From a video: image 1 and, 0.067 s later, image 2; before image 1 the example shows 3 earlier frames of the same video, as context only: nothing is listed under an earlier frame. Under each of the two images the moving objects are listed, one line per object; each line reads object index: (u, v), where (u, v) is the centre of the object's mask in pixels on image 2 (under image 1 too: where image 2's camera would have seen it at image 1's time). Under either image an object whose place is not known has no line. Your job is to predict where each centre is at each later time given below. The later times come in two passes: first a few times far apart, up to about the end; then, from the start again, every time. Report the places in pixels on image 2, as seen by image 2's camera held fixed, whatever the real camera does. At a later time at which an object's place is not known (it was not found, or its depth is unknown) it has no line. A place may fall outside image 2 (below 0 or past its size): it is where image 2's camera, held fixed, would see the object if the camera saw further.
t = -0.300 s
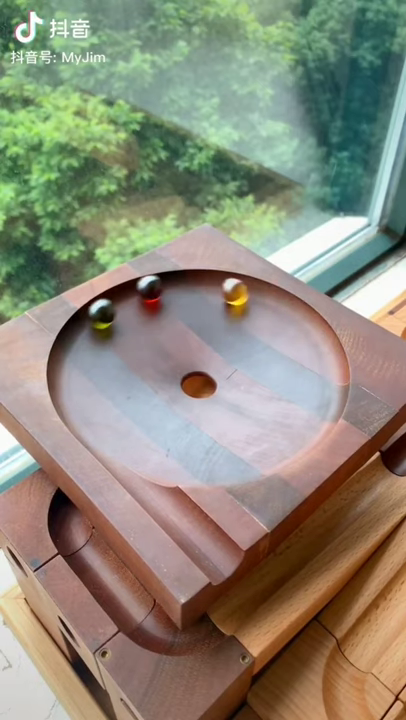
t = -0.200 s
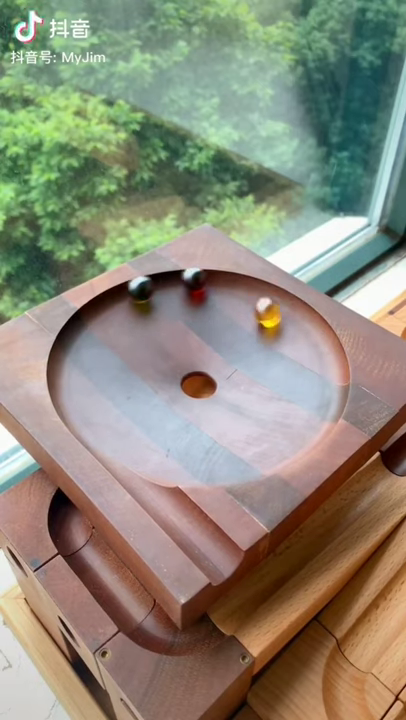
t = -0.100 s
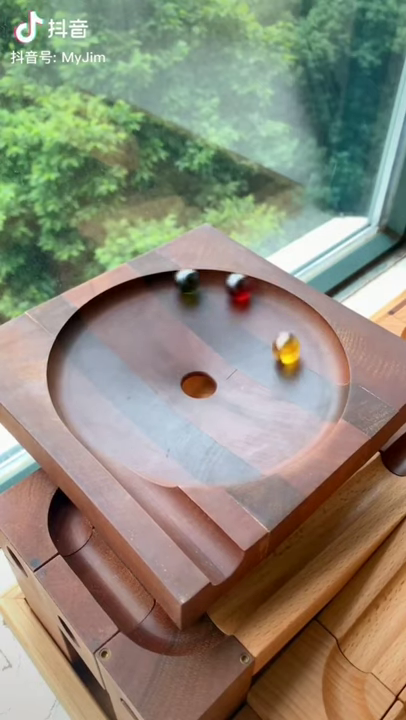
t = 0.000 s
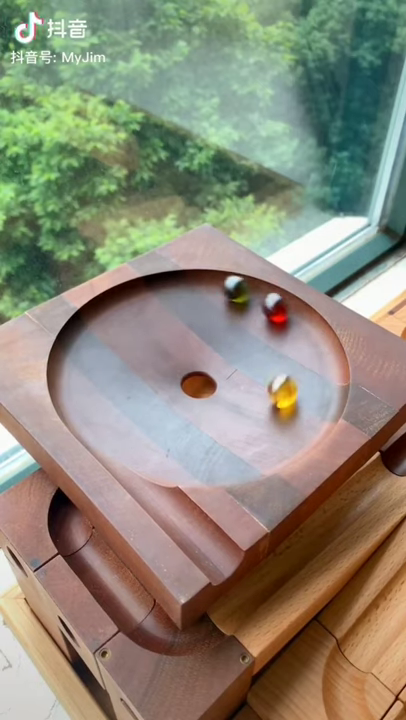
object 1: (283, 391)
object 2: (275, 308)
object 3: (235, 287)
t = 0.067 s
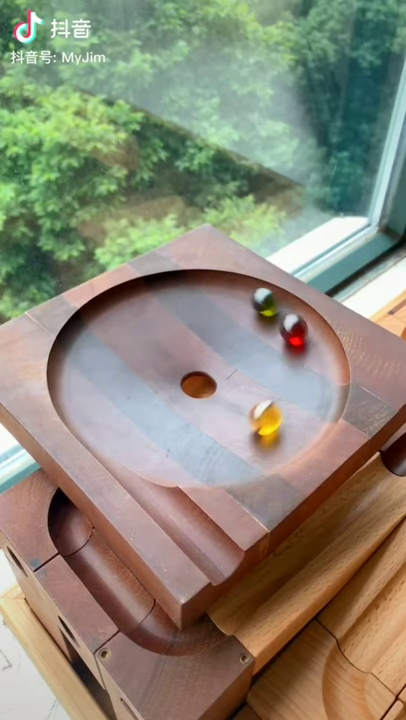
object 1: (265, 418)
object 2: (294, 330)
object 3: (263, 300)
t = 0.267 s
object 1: (172, 449)
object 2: (292, 416)
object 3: (315, 370)
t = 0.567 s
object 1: (122, 363)
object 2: (145, 457)
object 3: (220, 469)
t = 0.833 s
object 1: (218, 307)
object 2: (106, 360)
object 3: (101, 399)
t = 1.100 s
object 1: (275, 361)
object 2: (205, 295)
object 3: (146, 297)
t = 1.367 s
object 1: (185, 425)
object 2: (290, 333)
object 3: (245, 289)
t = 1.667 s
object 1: (130, 361)
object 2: (220, 434)
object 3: (275, 401)
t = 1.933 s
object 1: (224, 328)
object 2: (106, 403)
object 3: (154, 458)
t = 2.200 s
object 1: (259, 390)
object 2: (154, 326)
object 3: (103, 381)
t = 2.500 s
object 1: (153, 399)
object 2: (273, 340)
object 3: (213, 300)
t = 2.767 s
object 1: (170, 335)
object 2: (247, 415)
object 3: (294, 328)
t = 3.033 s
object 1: (253, 354)
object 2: (137, 392)
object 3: (239, 416)
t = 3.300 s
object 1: (214, 412)
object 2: (167, 324)
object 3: (108, 401)
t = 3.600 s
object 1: (148, 360)
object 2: (254, 367)
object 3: (145, 325)
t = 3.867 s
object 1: (223, 337)
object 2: (202, 419)
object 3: (262, 335)
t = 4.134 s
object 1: (241, 394)
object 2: (158, 360)
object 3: (272, 405)
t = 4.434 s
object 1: (155, 375)
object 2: (233, 338)
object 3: (149, 396)
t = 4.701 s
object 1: (199, 336)
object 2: (216, 404)
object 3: (155, 325)
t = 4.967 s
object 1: (245, 384)
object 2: (155, 379)
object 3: (243, 341)
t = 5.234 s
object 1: (176, 394)
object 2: (222, 342)
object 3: (235, 414)
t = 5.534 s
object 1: (199, 339)
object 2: (225, 394)
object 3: (150, 384)
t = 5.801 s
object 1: (242, 376)
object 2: (157, 369)
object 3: (199, 325)
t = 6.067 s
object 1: (176, 388)
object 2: (218, 350)
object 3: (249, 367)
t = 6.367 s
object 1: (201, 346)
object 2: (217, 400)
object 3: (170, 407)
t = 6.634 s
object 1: (223, 393)
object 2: (183, 364)
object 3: (156, 346)
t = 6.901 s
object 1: (174, 374)
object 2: (230, 365)
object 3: (231, 340)
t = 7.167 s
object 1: (220, 350)
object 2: (179, 386)
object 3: (230, 403)
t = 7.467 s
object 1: (191, 395)
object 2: (212, 361)
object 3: (157, 372)
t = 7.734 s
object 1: (191, 357)
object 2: (206, 392)
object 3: (213, 337)
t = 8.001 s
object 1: (214, 384)
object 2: (194, 355)
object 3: (250, 381)
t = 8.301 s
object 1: (187, 365)
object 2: (205, 390)
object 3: (159, 384)
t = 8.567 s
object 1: (219, 378)
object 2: (189, 365)
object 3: (190, 340)
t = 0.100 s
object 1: (253, 429)
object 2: (300, 343)
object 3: (277, 308)
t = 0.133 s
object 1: (239, 438)
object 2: (304, 357)
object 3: (288, 318)
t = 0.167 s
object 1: (223, 444)
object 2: (306, 372)
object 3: (299, 329)
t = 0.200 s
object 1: (206, 448)
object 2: (304, 387)
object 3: (307, 342)
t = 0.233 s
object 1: (189, 450)
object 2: (300, 402)
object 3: (313, 356)
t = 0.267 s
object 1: (172, 449)
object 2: (292, 416)
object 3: (315, 370)
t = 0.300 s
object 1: (157, 445)
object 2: (282, 429)
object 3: (316, 385)
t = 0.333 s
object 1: (144, 440)
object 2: (269, 440)
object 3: (313, 400)
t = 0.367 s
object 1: (133, 432)
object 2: (253, 450)
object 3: (308, 414)
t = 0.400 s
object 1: (124, 423)
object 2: (236, 457)
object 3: (299, 428)
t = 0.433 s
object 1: (118, 412)
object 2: (218, 462)
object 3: (288, 440)
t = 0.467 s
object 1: (115, 401)
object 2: (199, 465)
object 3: (274, 451)
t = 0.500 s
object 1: (114, 388)
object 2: (180, 465)
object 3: (258, 460)
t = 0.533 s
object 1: (117, 376)
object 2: (162, 462)
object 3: (239, 466)
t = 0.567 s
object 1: (122, 363)
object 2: (145, 457)
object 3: (220, 469)
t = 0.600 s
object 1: (130, 352)
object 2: (130, 449)
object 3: (200, 469)
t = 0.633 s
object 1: (140, 341)
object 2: (118, 439)
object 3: (180, 465)
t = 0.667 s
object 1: (152, 331)
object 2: (109, 428)
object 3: (162, 459)
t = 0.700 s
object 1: (164, 323)
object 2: (102, 415)
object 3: (145, 450)
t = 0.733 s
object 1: (177, 316)
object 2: (99, 402)
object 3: (130, 440)
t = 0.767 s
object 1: (191, 312)
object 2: (98, 388)
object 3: (117, 426)
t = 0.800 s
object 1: (205, 309)
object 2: (101, 374)
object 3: (108, 412)
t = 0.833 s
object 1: (218, 307)
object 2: (106, 360)
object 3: (101, 399)
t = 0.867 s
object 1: (231, 308)
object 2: (114, 347)
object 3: (98, 383)
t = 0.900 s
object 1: (242, 311)
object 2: (124, 335)
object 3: (98, 368)
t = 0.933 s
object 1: (252, 315)
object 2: (136, 324)
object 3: (101, 353)
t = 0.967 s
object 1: (261, 322)
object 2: (148, 315)
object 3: (106, 339)
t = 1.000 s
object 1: (268, 330)
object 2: (162, 308)
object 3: (113, 327)
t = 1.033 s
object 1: (273, 339)
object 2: (176, 302)
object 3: (123, 315)
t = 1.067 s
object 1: (275, 350)
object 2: (191, 298)
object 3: (134, 306)
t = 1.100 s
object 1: (275, 361)
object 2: (205, 295)
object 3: (146, 297)
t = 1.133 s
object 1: (272, 373)
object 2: (220, 294)
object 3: (158, 291)
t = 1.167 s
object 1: (267, 385)
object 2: (233, 295)
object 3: (171, 285)
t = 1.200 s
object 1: (258, 396)
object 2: (246, 297)
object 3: (184, 281)
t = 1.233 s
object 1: (247, 406)
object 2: (258, 301)
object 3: (197, 279)
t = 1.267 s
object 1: (233, 414)
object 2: (268, 307)
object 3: (210, 279)
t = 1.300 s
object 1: (217, 420)
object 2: (278, 314)
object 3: (223, 281)
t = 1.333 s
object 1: (201, 424)
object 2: (285, 323)
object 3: (235, 284)
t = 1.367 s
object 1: (185, 425)
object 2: (290, 333)
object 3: (245, 289)
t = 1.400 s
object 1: (170, 423)
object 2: (294, 345)
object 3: (256, 296)
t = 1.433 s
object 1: (155, 420)
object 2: (294, 357)
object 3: (266, 304)
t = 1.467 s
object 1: (144, 414)
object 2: (292, 371)
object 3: (274, 315)
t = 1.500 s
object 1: (135, 407)
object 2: (287, 384)
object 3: (280, 328)
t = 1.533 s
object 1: (128, 398)
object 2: (279, 397)
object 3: (284, 341)
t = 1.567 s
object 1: (125, 389)
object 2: (268, 409)
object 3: (286, 356)
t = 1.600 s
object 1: (124, 380)
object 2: (254, 420)
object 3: (286, 371)
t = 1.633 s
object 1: (126, 370)
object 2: (238, 428)
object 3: (282, 386)
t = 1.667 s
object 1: (130, 361)
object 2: (220, 434)
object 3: (275, 401)
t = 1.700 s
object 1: (138, 352)
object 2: (201, 439)
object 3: (266, 415)
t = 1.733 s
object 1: (148, 344)
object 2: (182, 440)
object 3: (254, 428)
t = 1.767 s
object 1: (159, 338)
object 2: (164, 438)
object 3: (239, 439)
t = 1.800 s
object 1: (171, 333)
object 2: (148, 435)
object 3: (223, 448)
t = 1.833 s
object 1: (184, 329)
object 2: (133, 430)
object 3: (205, 454)
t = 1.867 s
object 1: (198, 327)
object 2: (121, 422)
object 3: (188, 458)
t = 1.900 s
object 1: (211, 327)
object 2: (112, 413)
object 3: (170, 460)
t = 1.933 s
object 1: (224, 328)
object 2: (106, 403)
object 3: (154, 458)
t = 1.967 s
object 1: (236, 332)
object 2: (103, 392)
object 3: (139, 454)
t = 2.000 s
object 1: (247, 337)
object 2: (102, 381)
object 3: (127, 448)
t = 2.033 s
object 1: (255, 344)
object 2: (105, 370)
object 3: (115, 440)
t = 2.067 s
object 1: (262, 351)
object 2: (111, 359)
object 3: (107, 431)
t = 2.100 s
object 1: (265, 361)
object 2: (118, 349)
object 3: (102, 420)
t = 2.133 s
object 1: (266, 370)
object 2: (128, 341)
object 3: (99, 407)
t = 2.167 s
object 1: (264, 380)
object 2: (141, 333)
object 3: (100, 394)
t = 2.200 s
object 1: (259, 390)
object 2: (154, 326)
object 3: (103, 381)
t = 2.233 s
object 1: (252, 398)
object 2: (168, 321)
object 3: (109, 368)
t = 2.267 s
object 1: (241, 405)
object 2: (183, 318)
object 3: (117, 356)
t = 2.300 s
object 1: (230, 411)
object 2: (198, 316)
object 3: (127, 344)
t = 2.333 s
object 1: (216, 415)
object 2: (213, 316)
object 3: (140, 333)
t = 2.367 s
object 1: (201, 416)
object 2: (228, 318)
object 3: (153, 324)
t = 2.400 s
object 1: (187, 415)
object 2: (242, 321)
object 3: (168, 315)
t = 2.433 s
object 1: (174, 412)
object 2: (254, 326)
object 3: (183, 309)
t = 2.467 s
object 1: (162, 406)
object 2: (265, 333)
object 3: (198, 304)
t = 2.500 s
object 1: (153, 399)
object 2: (273, 340)
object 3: (213, 300)
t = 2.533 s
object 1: (145, 391)
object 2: (280, 349)
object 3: (228, 298)
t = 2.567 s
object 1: (141, 381)
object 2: (283, 359)
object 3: (241, 298)
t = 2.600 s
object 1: (139, 372)
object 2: (284, 370)
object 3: (253, 299)
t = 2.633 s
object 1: (141, 363)
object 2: (283, 380)
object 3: (264, 302)
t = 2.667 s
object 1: (145, 354)
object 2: (278, 391)
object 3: (274, 306)
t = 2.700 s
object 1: (148, 350)
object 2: (275, 396)
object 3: (279, 309)
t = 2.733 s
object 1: (160, 340)
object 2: (260, 408)
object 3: (289, 320)
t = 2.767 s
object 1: (170, 335)
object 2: (247, 415)
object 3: (294, 328)
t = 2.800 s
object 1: (181, 331)
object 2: (233, 420)
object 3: (297, 338)
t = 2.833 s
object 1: (193, 330)
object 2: (217, 423)
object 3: (297, 349)
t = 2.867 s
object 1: (205, 330)
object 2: (200, 423)
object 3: (295, 361)
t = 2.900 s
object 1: (217, 331)
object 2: (184, 421)
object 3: (289, 373)
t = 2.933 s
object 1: (228, 335)
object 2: (169, 416)
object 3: (281, 385)
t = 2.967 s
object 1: (237, 340)
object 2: (156, 409)
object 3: (269, 397)
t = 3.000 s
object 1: (246, 346)
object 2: (145, 401)
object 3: (255, 407)
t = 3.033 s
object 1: (253, 354)
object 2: (137, 392)
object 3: (239, 416)
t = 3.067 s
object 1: (256, 363)
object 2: (132, 381)
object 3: (220, 422)
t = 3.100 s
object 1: (257, 372)
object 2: (130, 370)
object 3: (200, 426)
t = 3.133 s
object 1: (256, 381)
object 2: (130, 360)
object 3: (181, 428)
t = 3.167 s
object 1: (253, 390)
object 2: (134, 350)
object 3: (162, 426)
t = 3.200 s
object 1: (246, 397)
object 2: (140, 342)
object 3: (145, 422)
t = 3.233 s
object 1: (237, 404)
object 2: (147, 335)
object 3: (129, 416)
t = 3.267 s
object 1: (226, 410)
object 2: (157, 329)
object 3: (117, 410)
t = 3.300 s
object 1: (214, 412)
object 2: (167, 324)
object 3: (108, 401)
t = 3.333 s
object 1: (201, 413)
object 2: (178, 322)
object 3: (101, 392)
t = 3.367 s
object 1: (187, 412)
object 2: (190, 322)
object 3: (98, 383)
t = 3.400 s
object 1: (175, 408)
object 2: (202, 323)
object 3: (97, 372)
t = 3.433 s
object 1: (165, 403)
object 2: (214, 326)
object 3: (99, 363)
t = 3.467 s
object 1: (156, 395)
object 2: (225, 332)
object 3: (104, 353)
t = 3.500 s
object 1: (150, 387)
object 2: (235, 339)
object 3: (111, 345)
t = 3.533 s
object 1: (147, 379)
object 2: (244, 347)
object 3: (121, 337)
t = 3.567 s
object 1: (146, 369)
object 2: (250, 357)
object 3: (132, 331)
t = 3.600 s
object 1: (148, 360)
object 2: (254, 367)
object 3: (145, 325)
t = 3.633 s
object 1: (153, 353)
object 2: (255, 378)
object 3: (159, 321)
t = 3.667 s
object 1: (160, 346)
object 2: (254, 388)
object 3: (174, 319)
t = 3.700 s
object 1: (169, 340)
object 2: (250, 397)
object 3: (190, 318)
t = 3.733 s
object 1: (179, 336)
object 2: (244, 405)
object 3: (206, 319)
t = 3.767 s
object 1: (190, 334)
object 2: (235, 411)
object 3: (221, 321)
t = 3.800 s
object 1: (201, 333)
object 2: (225, 416)
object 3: (236, 324)
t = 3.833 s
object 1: (213, 334)
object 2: (213, 418)
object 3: (250, 329)
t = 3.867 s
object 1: (223, 337)
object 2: (202, 419)
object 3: (262, 335)
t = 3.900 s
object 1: (233, 341)
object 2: (190, 417)
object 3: (272, 343)
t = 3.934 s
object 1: (241, 347)
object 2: (179, 413)
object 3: (280, 351)
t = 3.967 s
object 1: (247, 354)
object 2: (169, 407)
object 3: (285, 361)
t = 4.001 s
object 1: (251, 362)
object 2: (162, 399)
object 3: (288, 370)
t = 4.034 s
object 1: (252, 370)
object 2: (157, 390)
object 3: (288, 379)
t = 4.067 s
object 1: (251, 379)
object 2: (155, 380)
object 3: (286, 388)
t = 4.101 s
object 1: (247, 387)
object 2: (155, 370)
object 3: (280, 397)
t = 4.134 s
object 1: (241, 394)
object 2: (158, 360)
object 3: (272, 405)
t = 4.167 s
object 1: (233, 400)
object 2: (164, 350)
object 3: (262, 411)
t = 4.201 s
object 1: (223, 405)
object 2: (171, 342)
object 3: (249, 416)
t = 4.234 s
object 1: (210, 406)
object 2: (179, 336)
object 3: (235, 420)
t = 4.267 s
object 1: (197, 406)
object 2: (189, 331)
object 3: (220, 422)
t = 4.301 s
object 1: (185, 403)
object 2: (199, 329)
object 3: (203, 421)
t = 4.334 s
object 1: (174, 398)
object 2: (209, 329)
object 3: (187, 419)
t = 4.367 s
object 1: (165, 391)
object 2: (218, 330)
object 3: (173, 410)
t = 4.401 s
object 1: (159, 383)
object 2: (226, 333)
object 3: (159, 403)
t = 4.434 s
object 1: (155, 375)
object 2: (233, 338)
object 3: (149, 396)
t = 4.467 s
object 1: (153, 367)
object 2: (239, 345)
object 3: (140, 387)
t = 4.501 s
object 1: (155, 359)
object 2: (243, 353)
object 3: (133, 374)
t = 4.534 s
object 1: (158, 352)
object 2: (244, 363)
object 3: (131, 365)
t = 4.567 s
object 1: (164, 346)
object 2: (243, 372)
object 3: (132, 353)
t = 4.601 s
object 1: (171, 341)
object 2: (240, 382)
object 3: (135, 346)
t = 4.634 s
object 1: (180, 337)
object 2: (234, 390)
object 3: (140, 338)
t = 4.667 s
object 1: (189, 336)
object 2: (226, 398)
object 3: (147, 331)
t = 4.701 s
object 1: (199, 336)
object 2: (216, 404)
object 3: (155, 325)
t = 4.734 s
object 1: (209, 338)
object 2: (204, 407)
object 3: (165, 321)
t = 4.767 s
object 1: (219, 342)
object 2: (193, 409)
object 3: (176, 319)
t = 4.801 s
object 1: (229, 347)
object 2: (182, 407)
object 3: (187, 318)
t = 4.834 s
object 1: (236, 353)
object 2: (172, 404)
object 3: (199, 319)
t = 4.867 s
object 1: (242, 361)
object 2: (165, 399)
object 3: (211, 322)
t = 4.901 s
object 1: (246, 369)
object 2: (159, 393)
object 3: (222, 327)
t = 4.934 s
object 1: (246, 376)
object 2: (156, 386)
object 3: (233, 333)
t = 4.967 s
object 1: (245, 384)
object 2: (155, 379)
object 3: (243, 341)
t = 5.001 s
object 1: (241, 391)
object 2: (158, 370)
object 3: (250, 350)
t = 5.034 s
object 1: (235, 397)
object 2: (163, 362)
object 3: (256, 360)
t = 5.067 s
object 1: (226, 401)
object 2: (170, 355)
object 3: (258, 370)
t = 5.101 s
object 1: (216, 404)
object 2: (179, 349)
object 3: (259, 381)
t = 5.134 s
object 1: (206, 404)
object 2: (190, 345)
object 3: (256, 391)
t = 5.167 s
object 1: (195, 403)
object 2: (201, 342)
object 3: (251, 400)
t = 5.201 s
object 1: (184, 399)
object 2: (211, 341)
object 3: (244, 408)
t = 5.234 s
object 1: (176, 394)
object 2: (222, 342)
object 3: (235, 414)
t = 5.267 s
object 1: (168, 386)
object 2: (231, 344)
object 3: (225, 419)
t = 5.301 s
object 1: (165, 378)
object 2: (238, 348)
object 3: (213, 421)
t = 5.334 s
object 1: (164, 370)
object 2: (244, 353)
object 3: (200, 422)
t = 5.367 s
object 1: (165, 361)
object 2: (247, 360)
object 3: (188, 420)
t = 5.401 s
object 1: (169, 353)
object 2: (248, 367)
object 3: (177, 416)
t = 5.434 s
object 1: (175, 347)
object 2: (246, 375)
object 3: (167, 410)
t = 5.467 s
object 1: (182, 343)
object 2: (242, 382)
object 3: (159, 402)
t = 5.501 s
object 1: (191, 340)
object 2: (235, 388)
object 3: (153, 394)
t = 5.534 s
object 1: (199, 339)
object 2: (225, 394)
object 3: (150, 384)
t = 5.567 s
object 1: (207, 340)
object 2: (214, 398)
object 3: (149, 374)
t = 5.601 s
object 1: (216, 342)
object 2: (201, 399)
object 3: (151, 363)
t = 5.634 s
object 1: (224, 346)
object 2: (189, 398)
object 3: (156, 354)
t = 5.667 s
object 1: (231, 351)
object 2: (177, 395)
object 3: (162, 344)
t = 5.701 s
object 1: (236, 357)
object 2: (168, 390)
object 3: (170, 337)
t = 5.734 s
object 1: (240, 363)
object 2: (161, 383)
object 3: (179, 331)
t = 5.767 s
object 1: (243, 370)
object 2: (158, 376)
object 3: (189, 327)
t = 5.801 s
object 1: (242, 376)
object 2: (157, 369)
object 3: (199, 325)
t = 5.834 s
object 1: (239, 383)
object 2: (158, 362)
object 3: (209, 325)
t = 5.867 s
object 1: (234, 389)
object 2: (162, 356)
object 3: (219, 326)
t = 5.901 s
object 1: (226, 394)
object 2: (169, 351)
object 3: (227, 329)
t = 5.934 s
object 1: (216, 397)
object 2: (177, 348)
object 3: (235, 334)
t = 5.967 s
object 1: (206, 397)
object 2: (187, 345)
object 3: (242, 340)
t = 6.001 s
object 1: (196, 396)
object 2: (198, 345)
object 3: (246, 348)
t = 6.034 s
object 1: (185, 393)
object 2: (208, 346)
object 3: (249, 357)
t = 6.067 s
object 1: (176, 388)
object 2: (218, 350)
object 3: (249, 367)
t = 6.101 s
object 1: (169, 381)
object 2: (226, 354)
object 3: (248, 377)
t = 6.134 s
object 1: (166, 374)
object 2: (233, 360)
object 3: (244, 386)
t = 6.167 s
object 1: (165, 367)
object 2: (238, 366)
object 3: (237, 395)
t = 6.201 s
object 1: (167, 360)
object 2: (241, 374)
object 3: (226, 402)
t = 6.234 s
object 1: (172, 354)
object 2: (241, 381)
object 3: (215, 407)
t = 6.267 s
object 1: (178, 349)
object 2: (239, 387)
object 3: (204, 410)
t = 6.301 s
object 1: (185, 347)
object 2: (233, 393)
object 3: (192, 411)
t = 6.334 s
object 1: (192, 346)
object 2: (227, 398)
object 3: (180, 410)
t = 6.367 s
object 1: (201, 346)
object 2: (217, 400)
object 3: (170, 407)
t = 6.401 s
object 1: (209, 349)
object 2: (208, 401)
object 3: (161, 402)
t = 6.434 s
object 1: (217, 353)
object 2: (197, 399)
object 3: (155, 396)
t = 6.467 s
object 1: (224, 359)
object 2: (186, 396)
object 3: (151, 389)
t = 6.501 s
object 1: (228, 366)
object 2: (178, 391)
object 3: (149, 381)
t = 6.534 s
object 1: (231, 373)
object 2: (175, 385)
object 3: (147, 372)
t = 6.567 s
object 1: (231, 381)
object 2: (175, 378)
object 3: (148, 362)
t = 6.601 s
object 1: (228, 388)
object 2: (177, 371)
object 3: (150, 354)
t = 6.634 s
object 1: (223, 393)
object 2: (183, 364)
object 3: (156, 346)
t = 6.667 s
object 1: (216, 397)
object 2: (191, 358)
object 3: (162, 340)
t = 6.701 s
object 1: (209, 399)
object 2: (198, 355)
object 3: (170, 335)
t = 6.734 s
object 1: (201, 399)
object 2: (207, 352)
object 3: (180, 332)
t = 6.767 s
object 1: (192, 398)
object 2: (214, 352)
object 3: (190, 330)
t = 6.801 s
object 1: (185, 394)
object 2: (221, 353)
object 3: (200, 330)
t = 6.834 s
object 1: (179, 388)
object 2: (226, 355)
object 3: (211, 332)
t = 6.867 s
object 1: (175, 382)
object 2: (229, 360)
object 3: (221, 335)
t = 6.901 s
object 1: (174, 374)
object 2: (230, 365)
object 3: (231, 340)
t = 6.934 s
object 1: (176, 366)
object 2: (230, 372)
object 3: (239, 347)
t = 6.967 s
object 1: (180, 359)
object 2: (228, 378)
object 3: (244, 356)
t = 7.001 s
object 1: (186, 353)
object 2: (222, 383)
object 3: (248, 365)
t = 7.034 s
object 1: (193, 349)
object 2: (214, 388)
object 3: (249, 374)
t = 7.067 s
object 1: (200, 346)
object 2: (205, 390)
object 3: (248, 383)
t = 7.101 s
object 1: (207, 346)
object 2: (196, 390)
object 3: (244, 391)
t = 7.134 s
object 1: (214, 347)
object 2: (186, 389)
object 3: (238, 398)
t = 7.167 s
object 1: (220, 350)
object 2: (179, 386)
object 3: (230, 403)
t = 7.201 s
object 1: (224, 355)
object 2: (174, 382)
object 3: (220, 408)
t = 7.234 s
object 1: (227, 361)
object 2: (171, 376)
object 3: (209, 409)
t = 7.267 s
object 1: (228, 368)
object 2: (171, 371)
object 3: (198, 409)
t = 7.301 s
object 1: (226, 376)
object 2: (173, 366)
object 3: (187, 407)
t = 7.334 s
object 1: (222, 384)
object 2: (179, 362)
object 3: (177, 403)
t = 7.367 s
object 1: (216, 389)
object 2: (186, 359)
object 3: (168, 397)
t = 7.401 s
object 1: (207, 393)
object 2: (194, 358)
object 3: (162, 389)
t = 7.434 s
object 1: (199, 395)
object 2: (203, 359)
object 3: (158, 381)
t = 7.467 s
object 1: (191, 395)
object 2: (212, 361)
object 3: (157, 372)
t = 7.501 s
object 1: (182, 394)
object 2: (218, 365)
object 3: (158, 363)
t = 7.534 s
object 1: (176, 390)
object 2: (223, 369)
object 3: (162, 355)
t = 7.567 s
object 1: (172, 385)
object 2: (226, 375)
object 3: (168, 348)
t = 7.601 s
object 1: (170, 379)
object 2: (226, 380)
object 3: (175, 342)
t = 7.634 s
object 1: (172, 372)
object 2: (224, 385)
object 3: (184, 338)
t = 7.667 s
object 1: (175, 366)
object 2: (220, 389)
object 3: (194, 336)
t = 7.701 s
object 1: (182, 361)
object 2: (214, 391)
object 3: (203, 336)
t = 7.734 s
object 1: (191, 357)
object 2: (206, 392)
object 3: (213, 337)
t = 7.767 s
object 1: (200, 354)
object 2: (198, 388)
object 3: (222, 339)
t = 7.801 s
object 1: (206, 354)
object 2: (191, 387)
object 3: (232, 342)
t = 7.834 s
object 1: (212, 356)
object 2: (185, 382)
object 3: (241, 346)
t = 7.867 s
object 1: (216, 360)
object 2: (182, 375)
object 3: (248, 353)
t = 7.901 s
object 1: (219, 365)
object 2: (182, 368)
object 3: (252, 359)
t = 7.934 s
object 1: (220, 372)
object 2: (184, 362)
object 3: (254, 367)
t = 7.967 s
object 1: (218, 378)
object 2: (189, 357)
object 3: (253, 374)
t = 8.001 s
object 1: (214, 384)
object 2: (194, 355)
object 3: (250, 381)
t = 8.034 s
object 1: (208, 388)
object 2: (200, 353)
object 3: (244, 388)
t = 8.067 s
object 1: (202, 389)
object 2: (206, 355)
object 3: (236, 394)
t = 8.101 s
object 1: (195, 390)
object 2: (211, 357)
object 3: (226, 399)
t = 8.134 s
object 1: (187, 389)
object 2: (215, 362)
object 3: (214, 402)
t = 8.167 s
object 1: (181, 385)
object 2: (218, 367)
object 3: (202, 402)
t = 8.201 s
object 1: (178, 379)
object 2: (219, 374)
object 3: (189, 401)
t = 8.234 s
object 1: (179, 373)
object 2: (217, 381)
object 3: (176, 396)
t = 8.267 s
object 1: (182, 370)
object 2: (212, 386)
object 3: (166, 391)
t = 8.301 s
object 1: (187, 365)
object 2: (205, 390)
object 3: (159, 384)
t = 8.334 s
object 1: (193, 362)
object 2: (198, 391)
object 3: (155, 376)
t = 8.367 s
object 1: (201, 360)
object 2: (191, 391)
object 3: (153, 369)
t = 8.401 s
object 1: (208, 360)
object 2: (185, 389)
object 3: (154, 361)
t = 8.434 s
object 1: (215, 362)
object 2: (181, 385)
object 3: (158, 354)
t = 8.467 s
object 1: (219, 365)
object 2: (179, 381)
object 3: (164, 349)
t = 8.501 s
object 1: (222, 369)
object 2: (180, 375)
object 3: (171, 344)
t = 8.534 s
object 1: (222, 374)
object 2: (183, 370)
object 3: (180, 342)
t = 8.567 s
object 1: (219, 378)
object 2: (189, 365)
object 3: (190, 340)
